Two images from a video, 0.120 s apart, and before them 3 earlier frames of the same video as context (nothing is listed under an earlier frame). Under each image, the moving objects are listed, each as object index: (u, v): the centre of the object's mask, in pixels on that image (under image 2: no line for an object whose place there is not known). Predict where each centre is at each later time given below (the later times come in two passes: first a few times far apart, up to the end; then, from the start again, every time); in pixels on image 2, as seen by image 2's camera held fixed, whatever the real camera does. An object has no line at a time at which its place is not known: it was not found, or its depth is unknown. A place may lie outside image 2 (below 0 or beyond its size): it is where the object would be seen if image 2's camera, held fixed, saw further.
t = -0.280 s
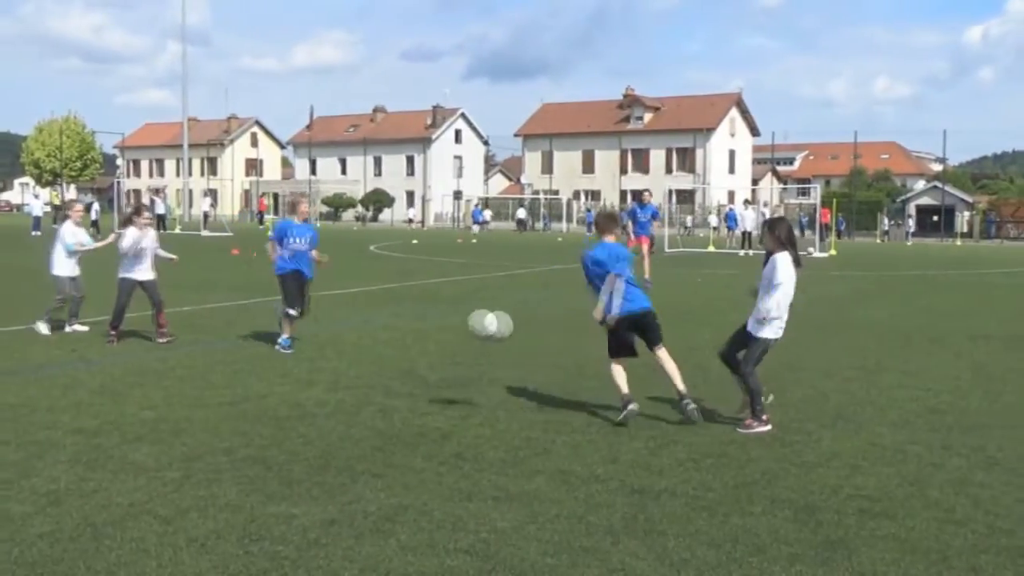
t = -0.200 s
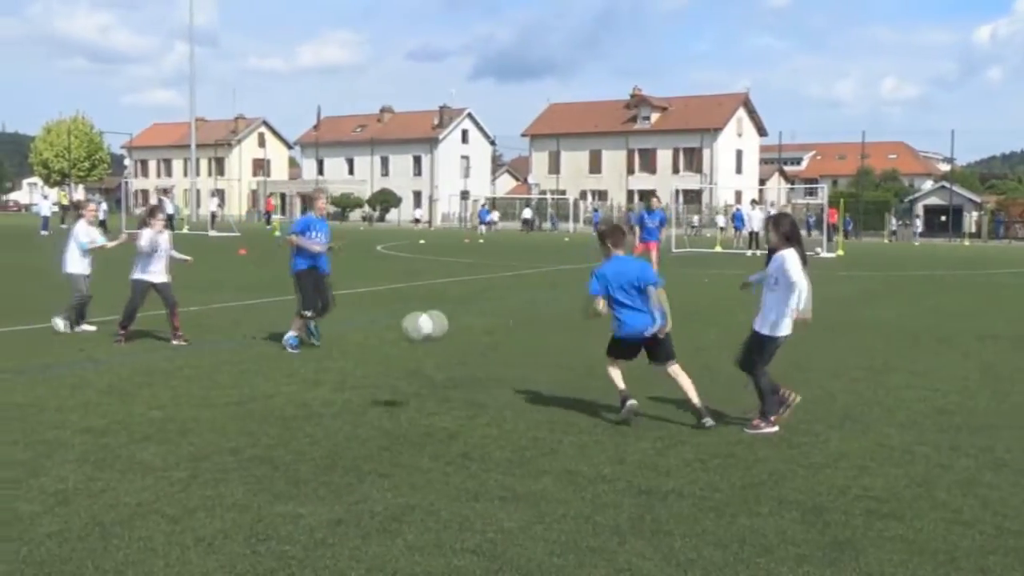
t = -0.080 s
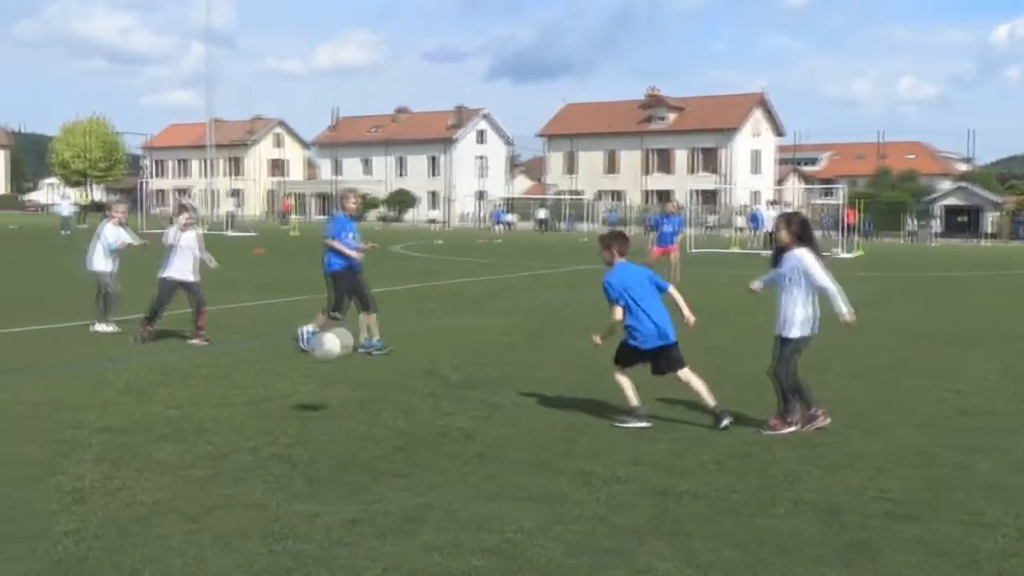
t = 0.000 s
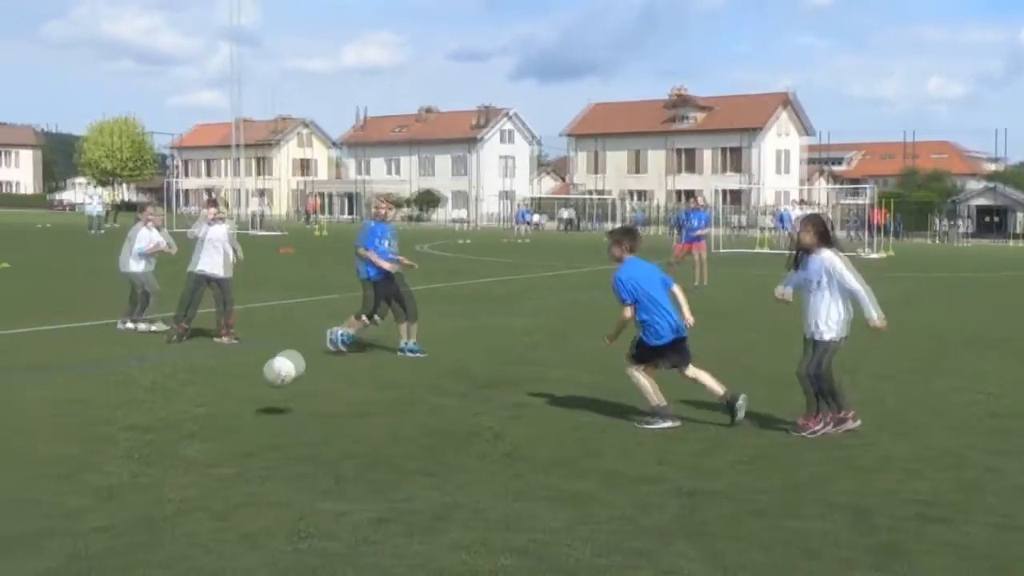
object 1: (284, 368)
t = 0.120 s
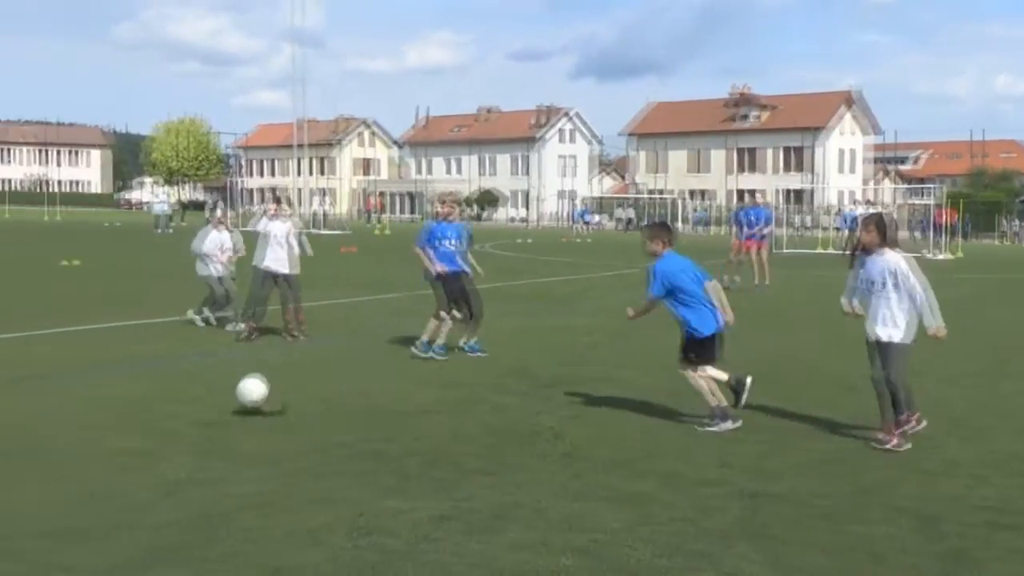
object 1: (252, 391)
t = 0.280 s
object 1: (178, 364)
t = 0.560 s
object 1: (41, 411)
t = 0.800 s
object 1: (-87, 400)
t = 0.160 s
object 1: (235, 380)
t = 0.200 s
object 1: (217, 371)
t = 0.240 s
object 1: (198, 366)
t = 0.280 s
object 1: (178, 364)
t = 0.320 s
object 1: (160, 364)
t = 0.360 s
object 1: (142, 366)
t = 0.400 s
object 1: (122, 370)
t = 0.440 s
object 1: (102, 375)
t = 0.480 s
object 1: (82, 387)
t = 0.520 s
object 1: (62, 400)
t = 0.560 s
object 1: (41, 411)
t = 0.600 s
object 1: (20, 403)
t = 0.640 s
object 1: (-1, 397)
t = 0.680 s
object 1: (-20, 394)
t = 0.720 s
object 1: (-39, 394)
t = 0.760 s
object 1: (-65, 396)
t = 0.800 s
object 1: (-87, 400)
